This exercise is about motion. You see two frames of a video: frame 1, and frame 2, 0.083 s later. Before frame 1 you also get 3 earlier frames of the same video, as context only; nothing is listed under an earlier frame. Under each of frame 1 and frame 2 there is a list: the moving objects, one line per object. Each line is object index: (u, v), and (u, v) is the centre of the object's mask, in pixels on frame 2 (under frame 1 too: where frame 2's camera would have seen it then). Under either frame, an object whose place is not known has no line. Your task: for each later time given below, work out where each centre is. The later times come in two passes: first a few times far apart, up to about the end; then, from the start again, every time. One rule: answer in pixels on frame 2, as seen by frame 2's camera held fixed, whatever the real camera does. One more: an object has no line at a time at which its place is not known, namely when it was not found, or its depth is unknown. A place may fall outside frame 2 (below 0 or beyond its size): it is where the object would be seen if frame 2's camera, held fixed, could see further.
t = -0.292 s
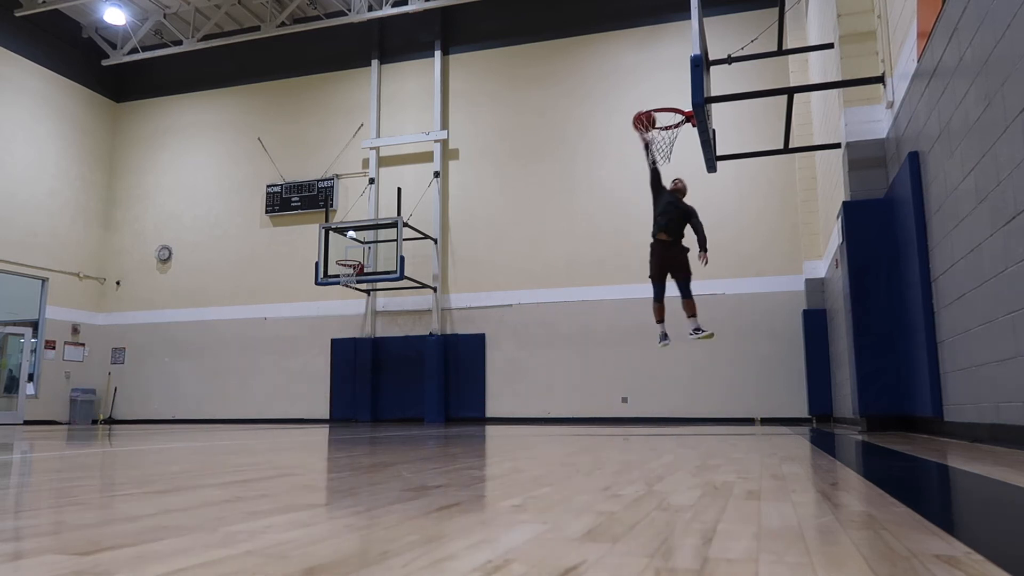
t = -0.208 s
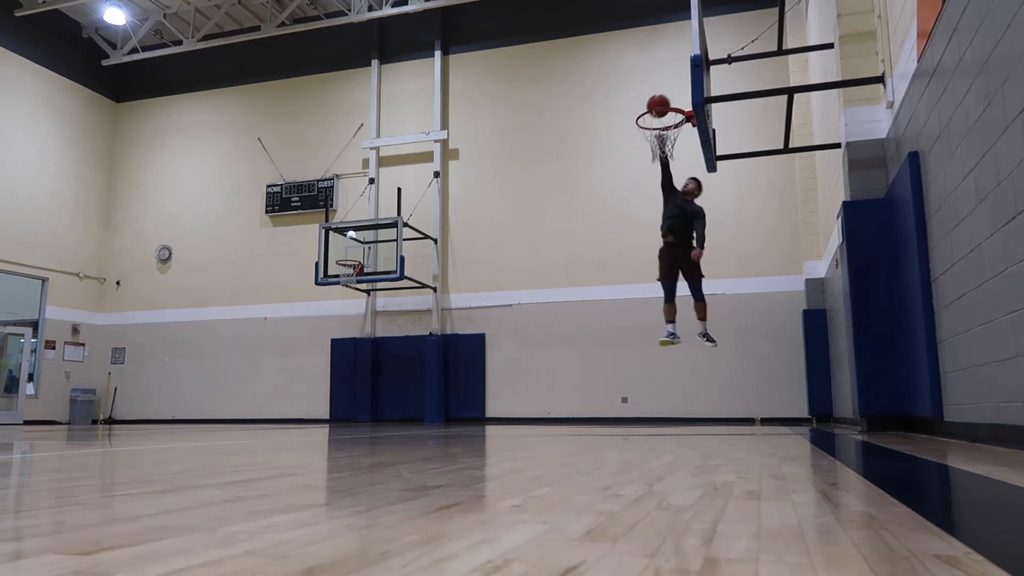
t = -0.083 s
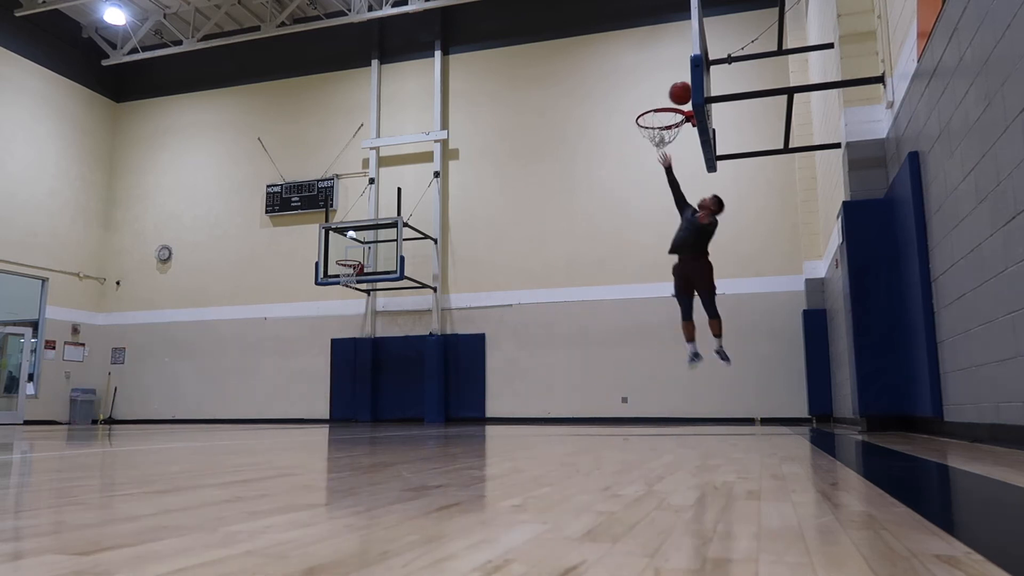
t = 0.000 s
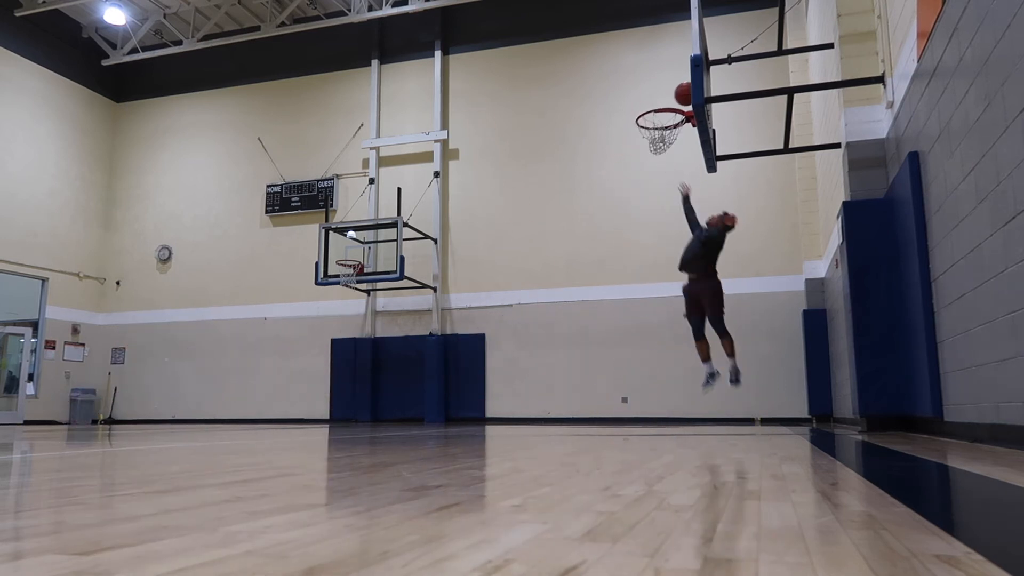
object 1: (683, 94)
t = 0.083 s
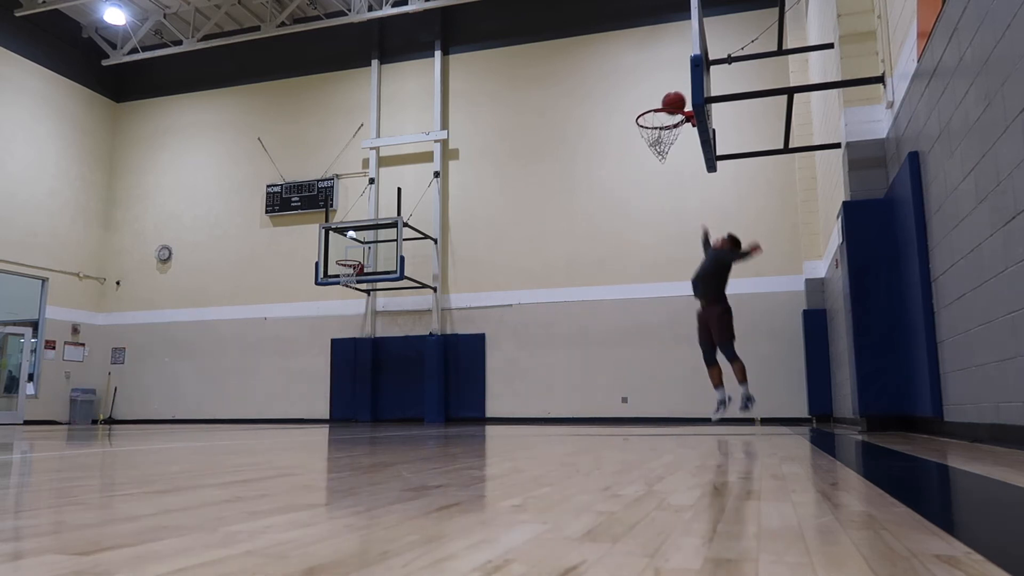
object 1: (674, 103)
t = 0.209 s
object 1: (657, 115)
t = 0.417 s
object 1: (634, 131)
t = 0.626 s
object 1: (614, 182)
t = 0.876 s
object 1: (591, 297)
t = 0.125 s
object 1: (667, 110)
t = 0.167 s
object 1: (662, 115)
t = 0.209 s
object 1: (657, 115)
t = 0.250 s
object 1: (653, 116)
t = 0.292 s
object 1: (648, 118)
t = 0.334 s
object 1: (644, 122)
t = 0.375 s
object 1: (639, 126)
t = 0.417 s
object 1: (634, 131)
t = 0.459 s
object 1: (630, 138)
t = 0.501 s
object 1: (626, 147)
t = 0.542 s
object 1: (622, 157)
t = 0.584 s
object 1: (618, 169)
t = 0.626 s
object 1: (614, 182)
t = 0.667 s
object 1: (610, 197)
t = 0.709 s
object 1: (606, 214)
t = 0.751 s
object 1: (602, 232)
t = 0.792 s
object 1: (598, 251)
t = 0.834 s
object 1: (595, 273)
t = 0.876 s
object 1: (591, 297)
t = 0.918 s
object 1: (587, 322)
